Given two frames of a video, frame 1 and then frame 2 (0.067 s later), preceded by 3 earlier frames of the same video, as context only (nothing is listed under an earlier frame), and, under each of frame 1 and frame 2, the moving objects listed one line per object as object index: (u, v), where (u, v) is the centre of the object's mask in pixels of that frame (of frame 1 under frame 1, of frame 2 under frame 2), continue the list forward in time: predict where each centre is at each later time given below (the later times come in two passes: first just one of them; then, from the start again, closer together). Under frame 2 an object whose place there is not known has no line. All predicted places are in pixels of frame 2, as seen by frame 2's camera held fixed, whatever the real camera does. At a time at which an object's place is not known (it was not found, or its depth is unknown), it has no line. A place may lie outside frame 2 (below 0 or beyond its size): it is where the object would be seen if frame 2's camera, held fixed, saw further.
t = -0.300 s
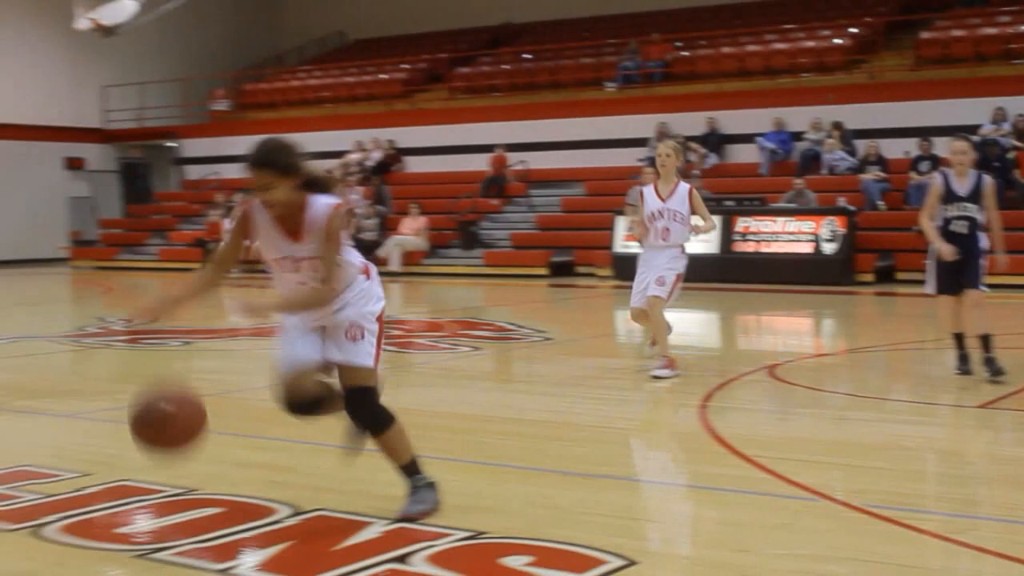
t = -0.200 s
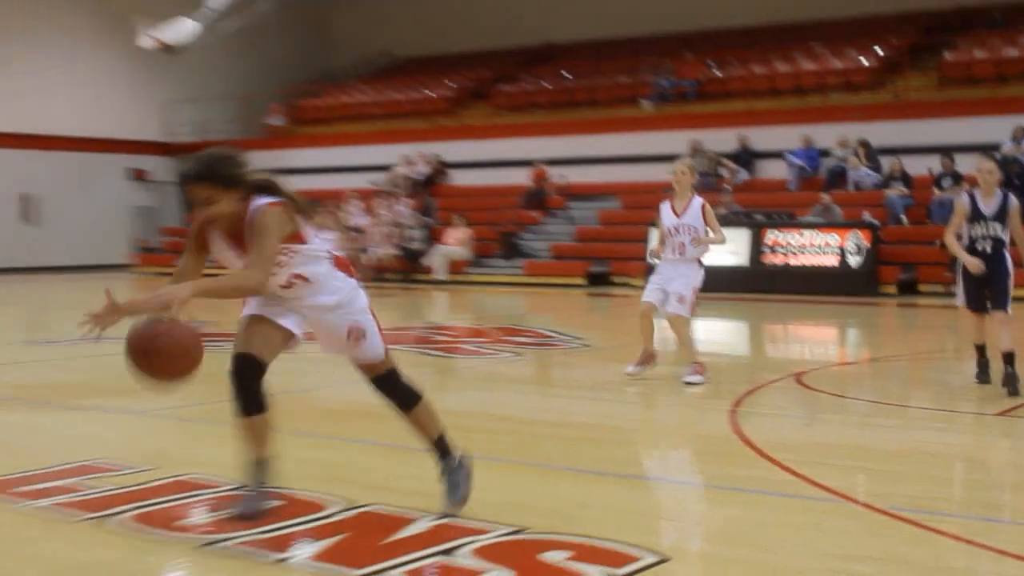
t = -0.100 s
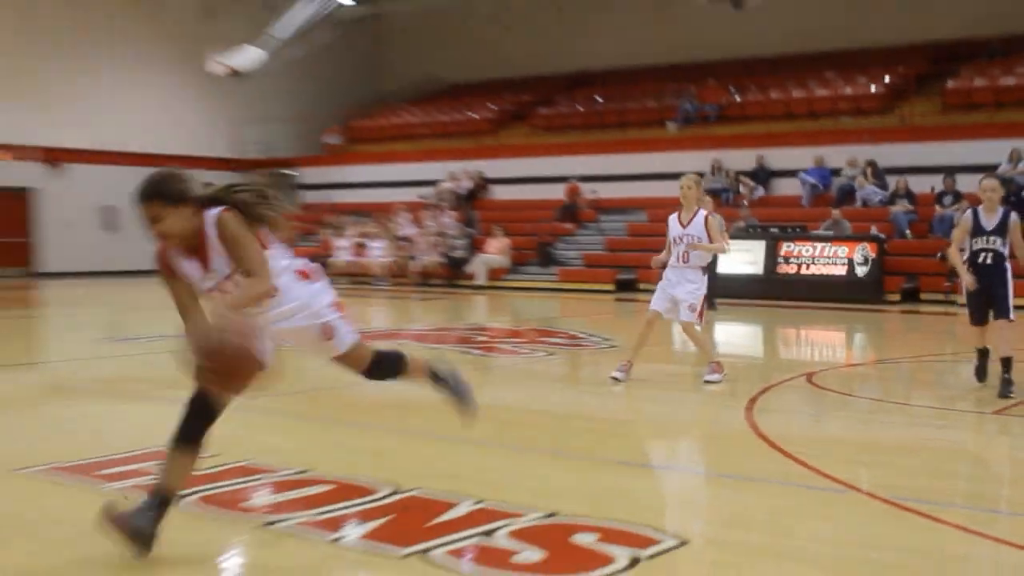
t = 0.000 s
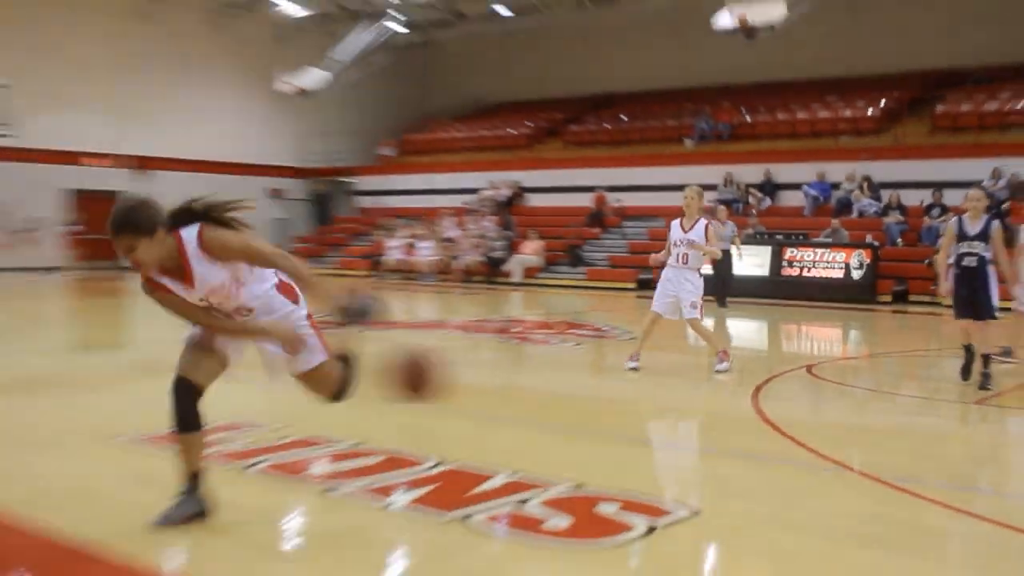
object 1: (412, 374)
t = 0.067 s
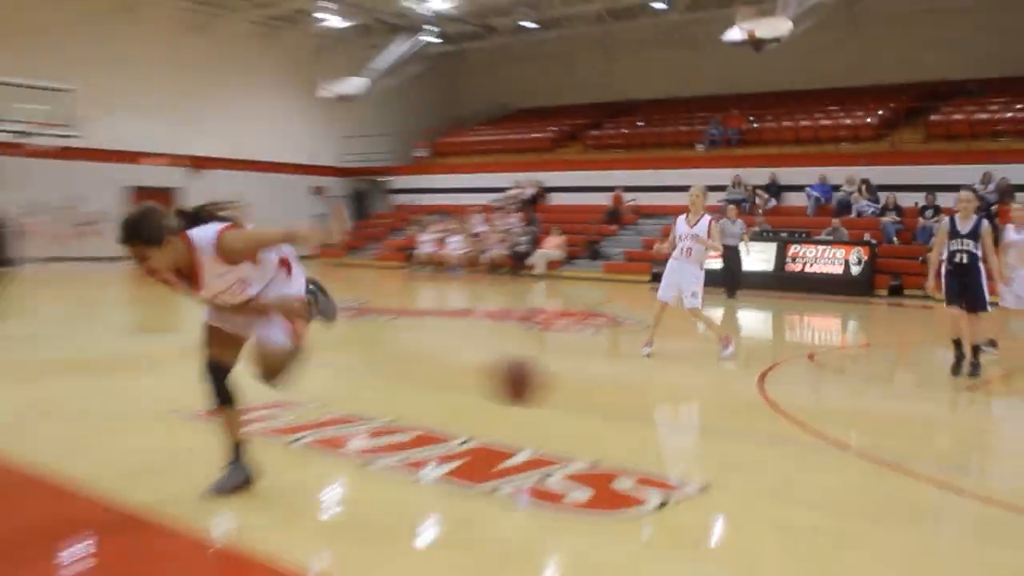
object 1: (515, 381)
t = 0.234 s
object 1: (652, 416)
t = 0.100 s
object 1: (551, 395)
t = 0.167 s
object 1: (614, 435)
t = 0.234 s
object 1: (652, 416)
